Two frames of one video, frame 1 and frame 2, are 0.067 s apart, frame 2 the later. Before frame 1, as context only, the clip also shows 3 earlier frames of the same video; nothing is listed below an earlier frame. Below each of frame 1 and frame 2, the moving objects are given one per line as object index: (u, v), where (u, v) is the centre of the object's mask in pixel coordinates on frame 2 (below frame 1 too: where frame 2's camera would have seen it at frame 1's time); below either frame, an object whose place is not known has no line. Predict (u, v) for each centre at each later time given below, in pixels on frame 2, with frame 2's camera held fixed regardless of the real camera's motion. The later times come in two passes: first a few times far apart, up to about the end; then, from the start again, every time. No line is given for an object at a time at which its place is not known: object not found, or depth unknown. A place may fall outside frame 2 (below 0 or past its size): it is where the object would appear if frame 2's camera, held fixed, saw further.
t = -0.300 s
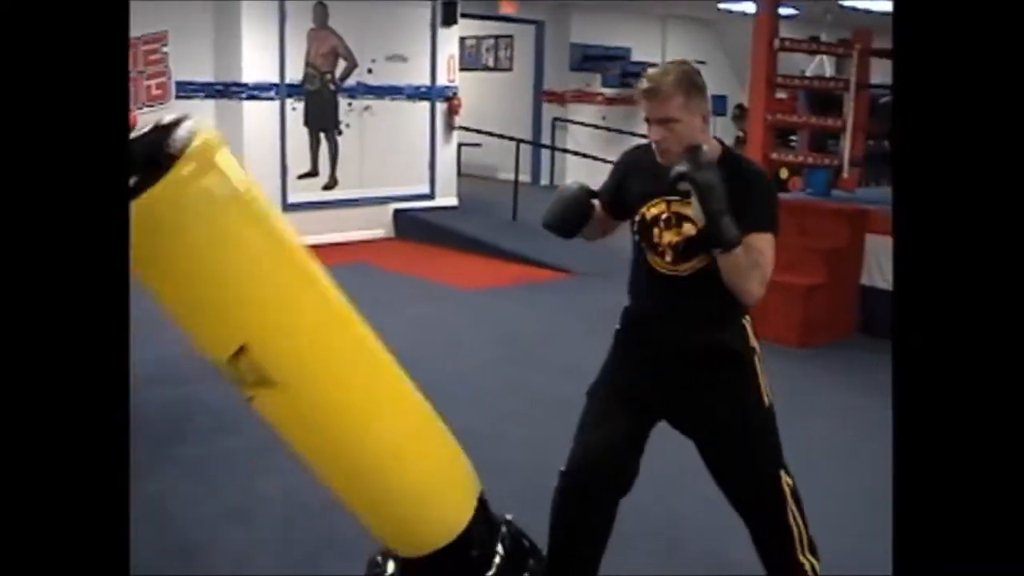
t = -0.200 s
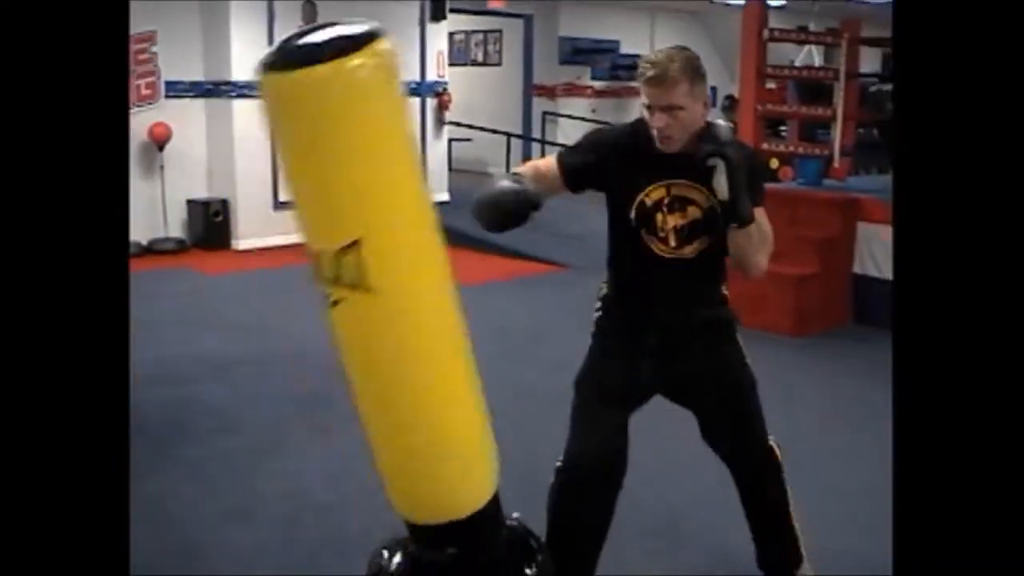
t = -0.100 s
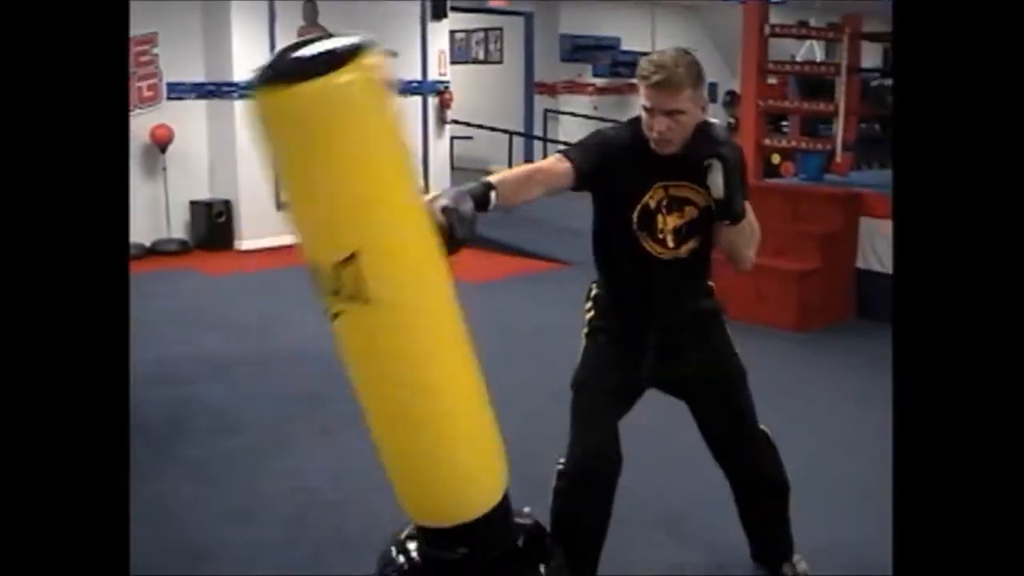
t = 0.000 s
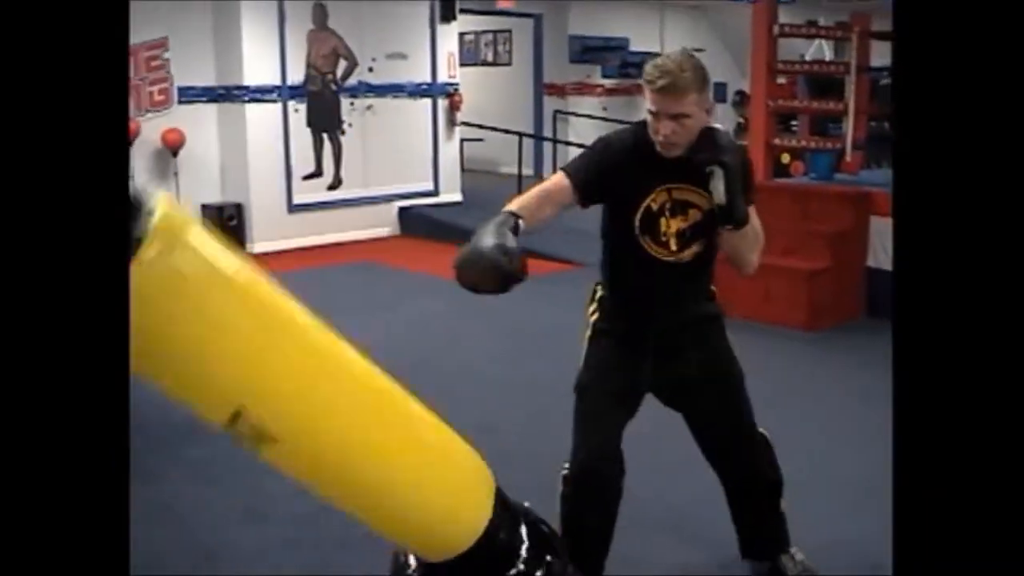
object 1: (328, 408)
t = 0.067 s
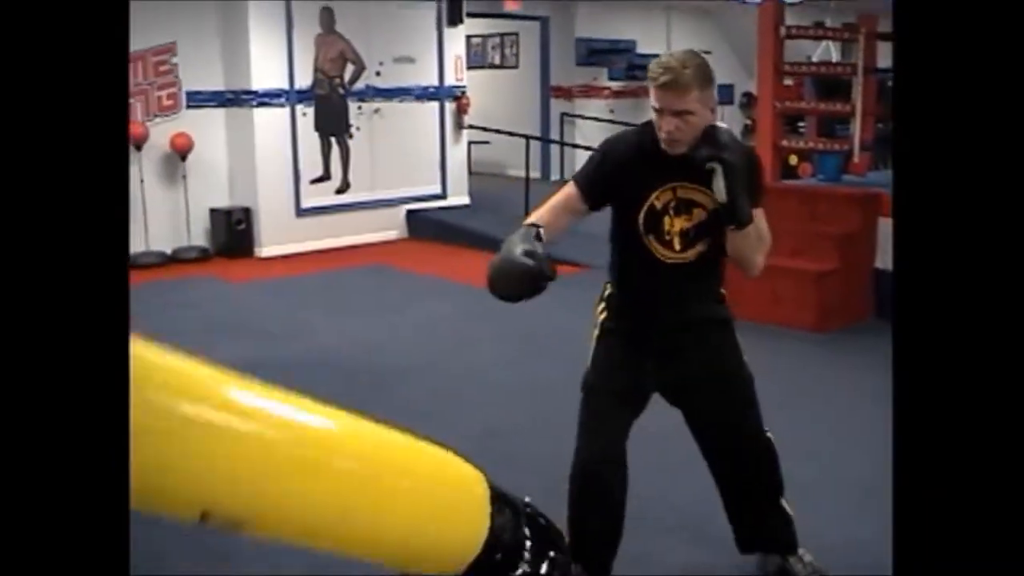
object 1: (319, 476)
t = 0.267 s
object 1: (310, 501)
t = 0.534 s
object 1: (418, 323)
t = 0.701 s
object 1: (518, 326)
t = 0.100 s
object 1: (317, 496)
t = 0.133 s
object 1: (317, 508)
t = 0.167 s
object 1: (321, 510)
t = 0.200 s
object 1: (321, 510)
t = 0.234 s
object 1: (317, 507)
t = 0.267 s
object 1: (310, 501)
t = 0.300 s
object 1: (312, 486)
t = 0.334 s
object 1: (314, 465)
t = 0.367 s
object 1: (317, 436)
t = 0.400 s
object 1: (321, 405)
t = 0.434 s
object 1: (334, 373)
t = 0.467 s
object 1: (362, 351)
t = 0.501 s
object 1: (390, 334)
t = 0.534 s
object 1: (418, 323)
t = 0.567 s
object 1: (443, 318)
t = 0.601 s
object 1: (465, 315)
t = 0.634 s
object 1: (488, 318)
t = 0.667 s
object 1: (501, 322)
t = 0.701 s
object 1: (518, 326)
